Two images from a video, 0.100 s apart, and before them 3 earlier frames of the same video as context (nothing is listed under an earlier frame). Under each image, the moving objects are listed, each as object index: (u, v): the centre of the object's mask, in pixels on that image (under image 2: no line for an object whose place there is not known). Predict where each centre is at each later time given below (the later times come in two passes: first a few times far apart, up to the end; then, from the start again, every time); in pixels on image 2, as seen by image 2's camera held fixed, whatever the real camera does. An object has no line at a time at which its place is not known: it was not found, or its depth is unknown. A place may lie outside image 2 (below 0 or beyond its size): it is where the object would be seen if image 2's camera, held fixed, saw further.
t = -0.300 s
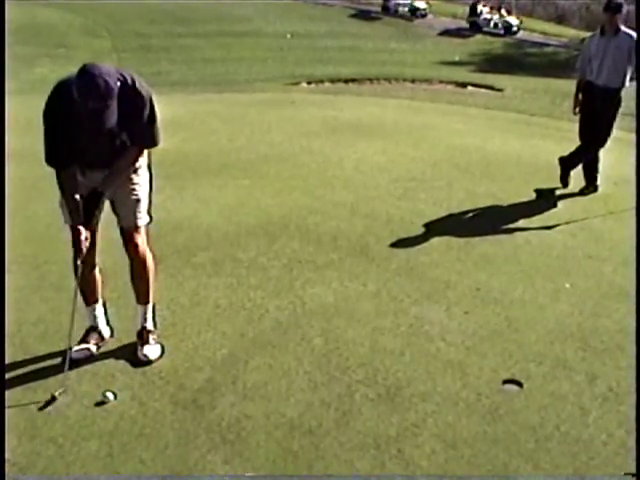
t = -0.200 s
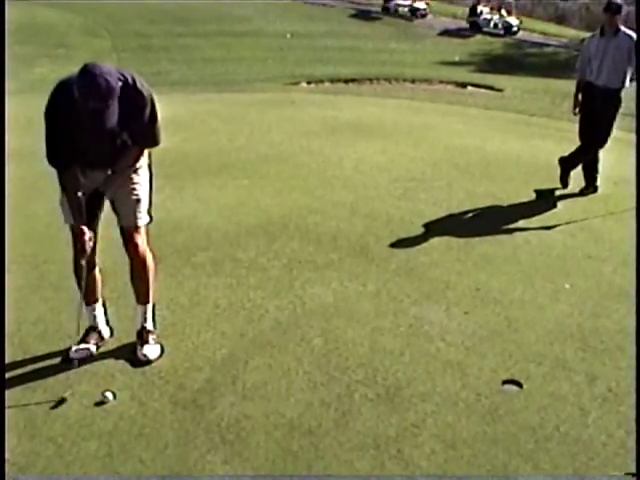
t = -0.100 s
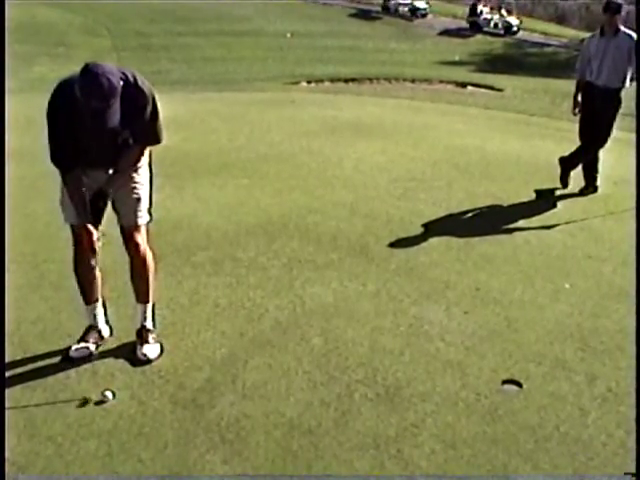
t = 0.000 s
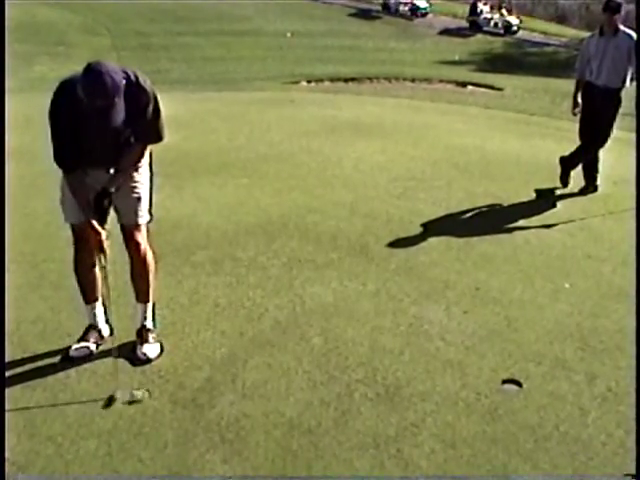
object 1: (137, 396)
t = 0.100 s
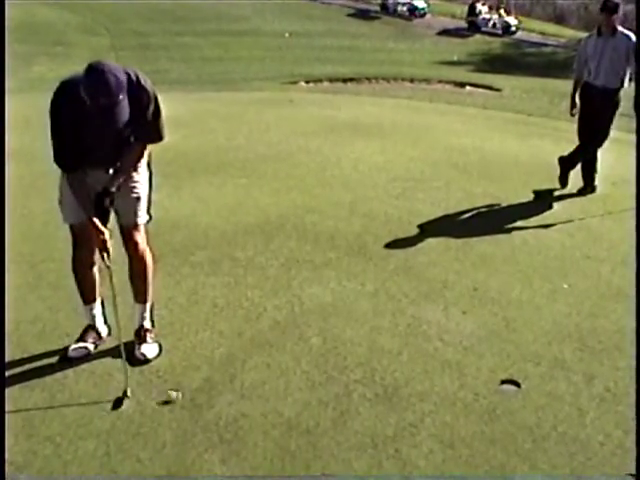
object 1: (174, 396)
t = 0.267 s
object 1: (231, 395)
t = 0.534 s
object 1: (312, 392)
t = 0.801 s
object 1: (384, 388)
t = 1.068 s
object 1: (443, 385)
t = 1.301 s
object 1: (488, 380)
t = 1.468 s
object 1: (512, 384)
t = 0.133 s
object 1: (185, 395)
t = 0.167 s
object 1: (197, 395)
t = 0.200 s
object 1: (207, 395)
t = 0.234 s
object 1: (217, 395)
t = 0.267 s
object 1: (231, 395)
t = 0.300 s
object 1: (242, 395)
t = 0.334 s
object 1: (252, 394)
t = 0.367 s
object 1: (261, 394)
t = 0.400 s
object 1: (272, 394)
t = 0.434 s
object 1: (282, 394)
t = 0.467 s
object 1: (293, 393)
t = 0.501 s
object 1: (302, 392)
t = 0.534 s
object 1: (312, 392)
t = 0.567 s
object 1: (323, 392)
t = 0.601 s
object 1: (331, 391)
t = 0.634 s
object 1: (341, 391)
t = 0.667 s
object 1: (350, 390)
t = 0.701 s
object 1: (359, 390)
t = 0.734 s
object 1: (367, 389)
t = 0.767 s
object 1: (376, 389)
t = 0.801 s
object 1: (384, 388)
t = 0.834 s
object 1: (391, 388)
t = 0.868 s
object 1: (399, 387)
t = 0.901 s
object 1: (407, 387)
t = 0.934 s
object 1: (415, 386)
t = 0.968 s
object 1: (422, 385)
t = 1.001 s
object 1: (429, 385)
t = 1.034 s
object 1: (436, 384)
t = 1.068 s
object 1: (443, 385)
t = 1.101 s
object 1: (450, 384)
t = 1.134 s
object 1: (457, 382)
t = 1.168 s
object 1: (462, 383)
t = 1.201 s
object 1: (469, 382)
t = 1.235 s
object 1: (475, 382)
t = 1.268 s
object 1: (481, 381)
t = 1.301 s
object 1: (488, 380)
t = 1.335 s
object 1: (493, 379)
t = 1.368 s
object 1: (498, 379)
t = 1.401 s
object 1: (503, 378)
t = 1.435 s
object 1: (507, 379)
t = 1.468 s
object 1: (512, 384)
